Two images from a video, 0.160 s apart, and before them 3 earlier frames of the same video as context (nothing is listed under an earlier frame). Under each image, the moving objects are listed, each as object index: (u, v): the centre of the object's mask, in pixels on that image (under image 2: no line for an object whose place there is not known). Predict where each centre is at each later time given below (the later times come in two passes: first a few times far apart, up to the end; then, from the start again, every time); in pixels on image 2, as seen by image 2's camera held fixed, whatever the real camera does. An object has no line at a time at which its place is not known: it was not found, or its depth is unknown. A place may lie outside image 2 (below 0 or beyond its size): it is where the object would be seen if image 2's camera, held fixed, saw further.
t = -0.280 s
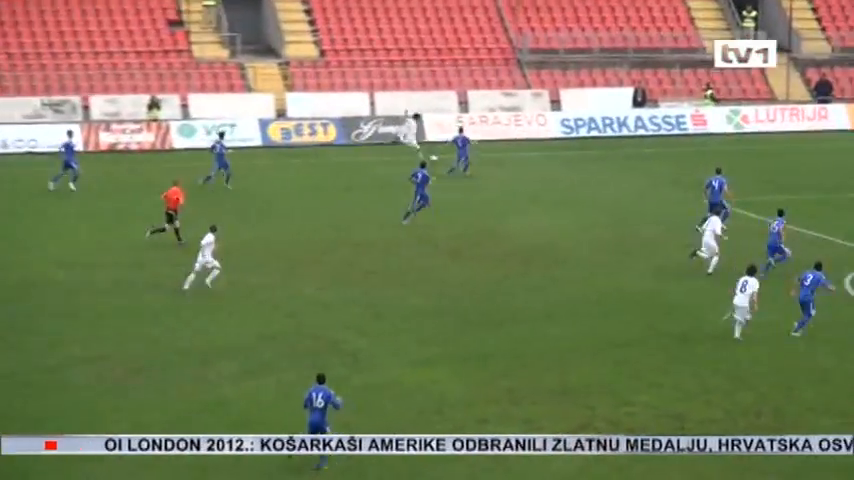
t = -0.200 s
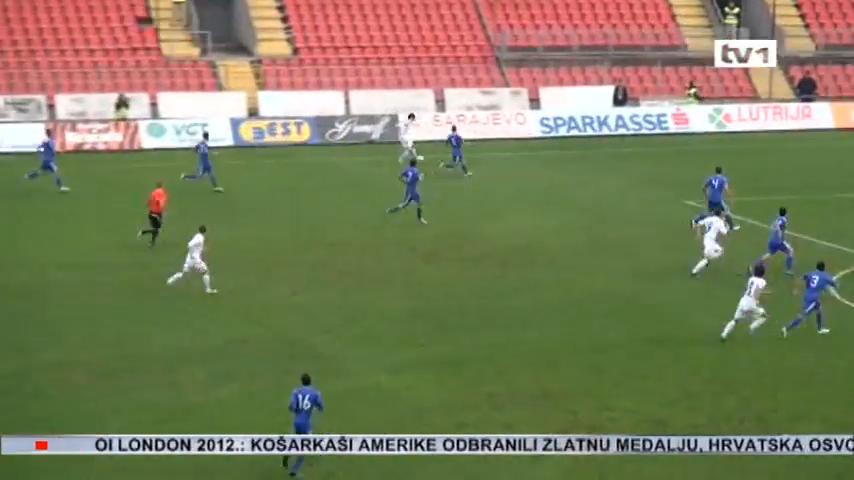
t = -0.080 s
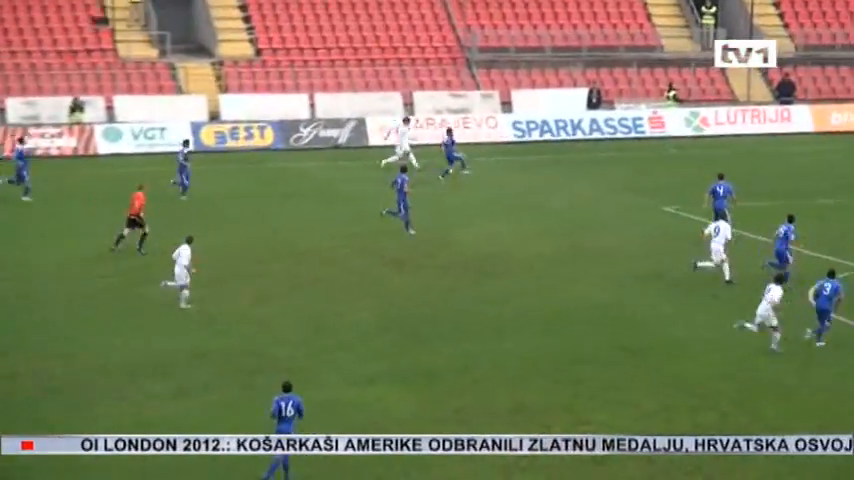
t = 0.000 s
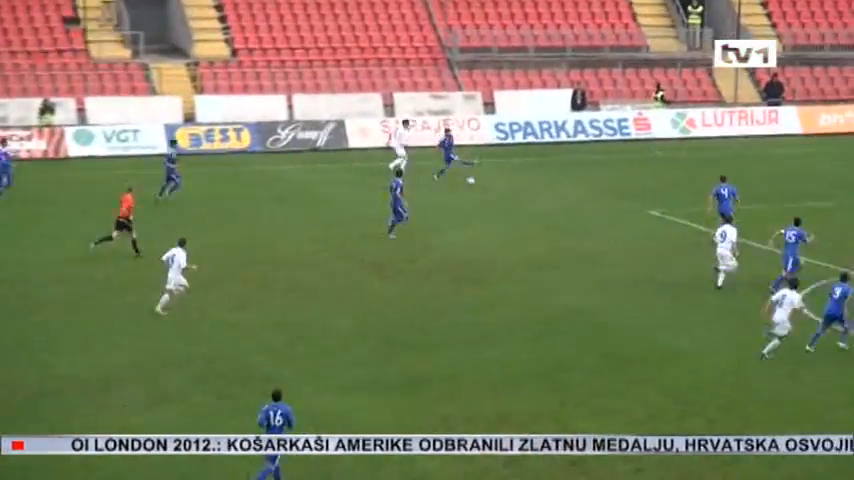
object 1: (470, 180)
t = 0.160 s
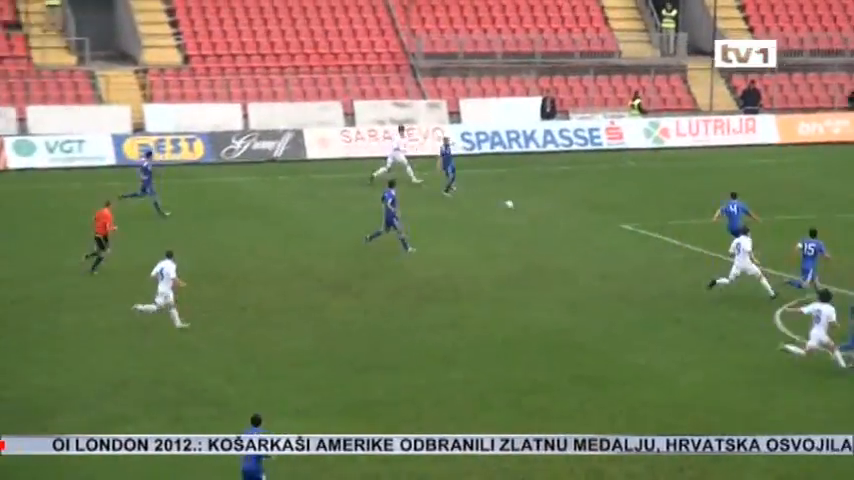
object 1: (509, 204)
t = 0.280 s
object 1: (558, 213)
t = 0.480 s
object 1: (629, 227)
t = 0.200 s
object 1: (526, 208)
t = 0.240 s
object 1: (541, 210)
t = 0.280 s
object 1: (558, 213)
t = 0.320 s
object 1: (574, 215)
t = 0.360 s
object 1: (588, 219)
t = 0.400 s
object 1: (603, 223)
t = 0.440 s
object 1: (616, 226)
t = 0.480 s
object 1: (629, 227)
